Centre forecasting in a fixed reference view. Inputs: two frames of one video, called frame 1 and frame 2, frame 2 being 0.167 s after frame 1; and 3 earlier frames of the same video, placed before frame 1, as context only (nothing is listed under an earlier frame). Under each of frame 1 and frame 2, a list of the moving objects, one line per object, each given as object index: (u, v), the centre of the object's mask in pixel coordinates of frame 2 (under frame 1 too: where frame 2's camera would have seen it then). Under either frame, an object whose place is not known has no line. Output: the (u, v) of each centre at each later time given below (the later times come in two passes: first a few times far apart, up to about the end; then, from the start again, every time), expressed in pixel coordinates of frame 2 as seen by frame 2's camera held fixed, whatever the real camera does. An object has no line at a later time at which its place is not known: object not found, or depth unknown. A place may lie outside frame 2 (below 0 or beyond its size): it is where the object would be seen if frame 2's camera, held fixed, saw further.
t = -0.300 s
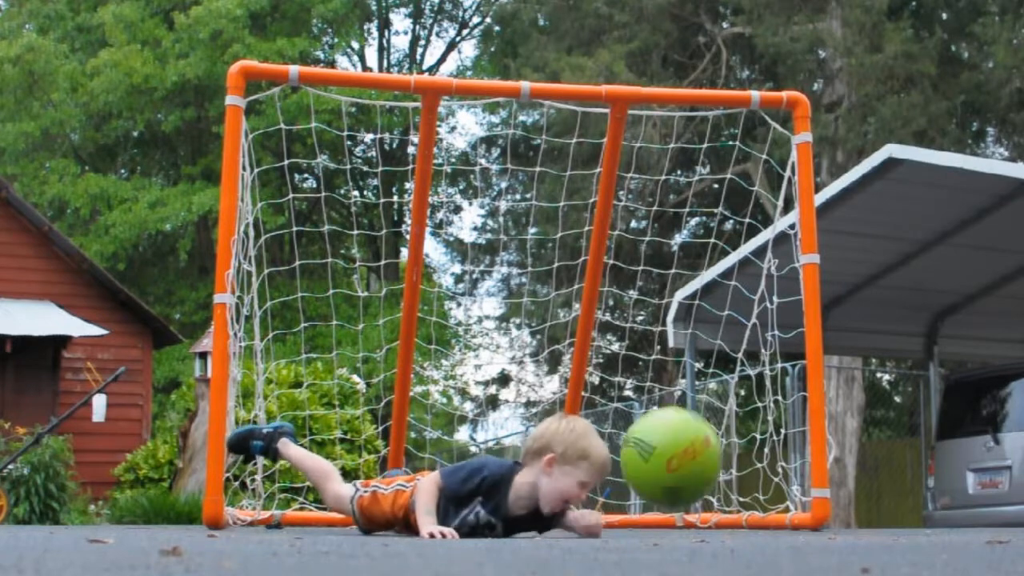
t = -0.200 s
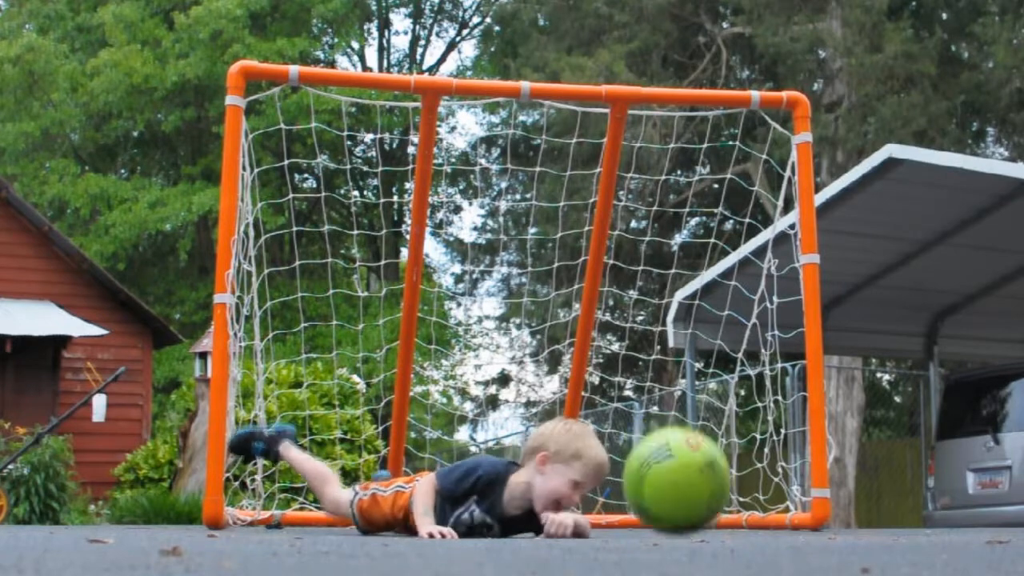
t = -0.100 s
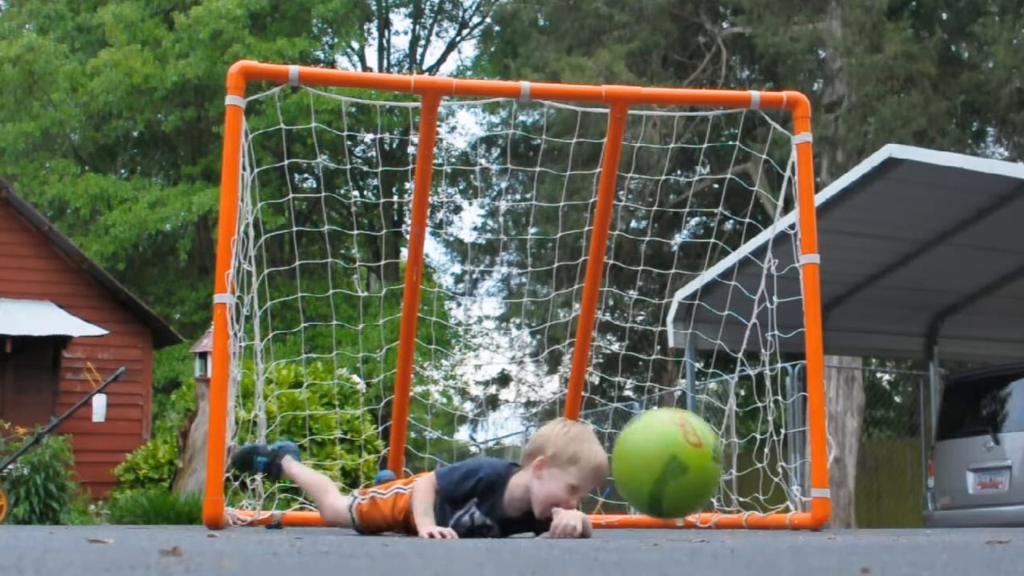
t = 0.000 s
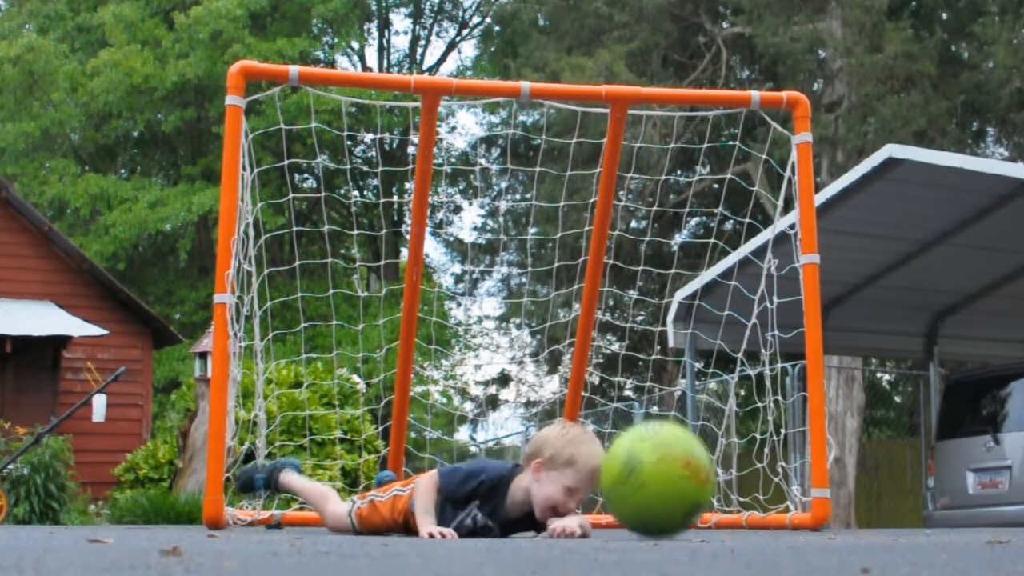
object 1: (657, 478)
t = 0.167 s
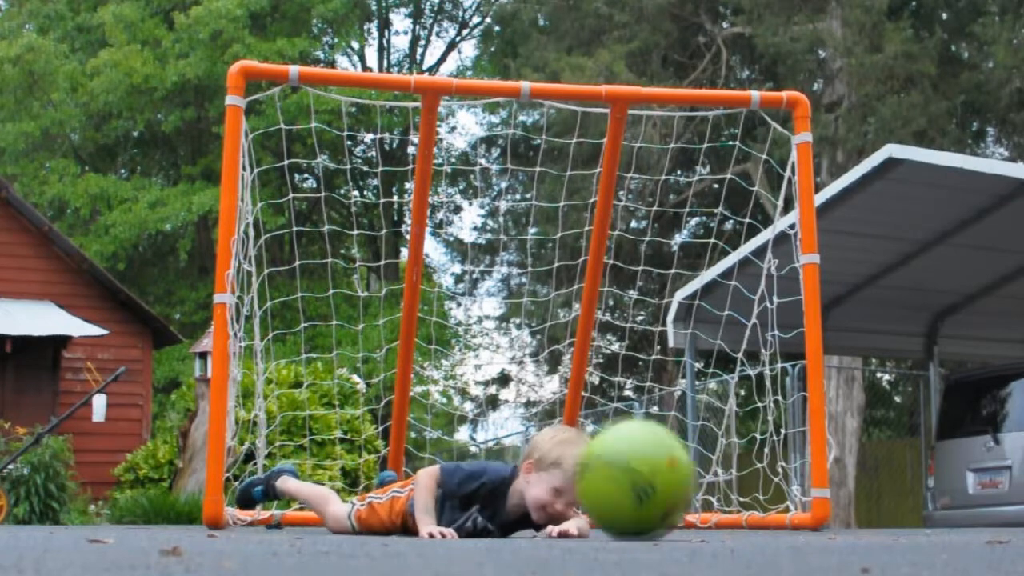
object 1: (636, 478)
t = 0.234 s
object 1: (625, 474)
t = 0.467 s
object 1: (593, 476)
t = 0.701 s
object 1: (559, 473)
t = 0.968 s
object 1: (525, 469)
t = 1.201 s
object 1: (503, 465)
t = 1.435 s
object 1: (484, 462)
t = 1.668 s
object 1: (469, 459)
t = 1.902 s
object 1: (451, 459)
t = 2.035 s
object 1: (438, 457)
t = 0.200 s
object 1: (630, 475)
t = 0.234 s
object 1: (625, 474)
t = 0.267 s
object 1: (620, 480)
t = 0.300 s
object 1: (615, 477)
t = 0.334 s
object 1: (612, 476)
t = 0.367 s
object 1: (608, 478)
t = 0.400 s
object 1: (602, 476)
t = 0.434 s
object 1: (597, 476)
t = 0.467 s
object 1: (593, 476)
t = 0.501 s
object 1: (590, 476)
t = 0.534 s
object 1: (584, 475)
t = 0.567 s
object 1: (579, 474)
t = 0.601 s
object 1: (573, 474)
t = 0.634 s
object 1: (569, 474)
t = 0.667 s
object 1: (565, 473)
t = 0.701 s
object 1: (559, 473)
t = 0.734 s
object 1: (555, 472)
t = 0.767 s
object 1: (550, 472)
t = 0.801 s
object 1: (546, 472)
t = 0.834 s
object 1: (542, 471)
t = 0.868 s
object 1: (538, 470)
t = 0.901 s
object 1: (534, 470)
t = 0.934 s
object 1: (529, 469)
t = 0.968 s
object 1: (525, 469)
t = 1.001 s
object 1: (521, 468)
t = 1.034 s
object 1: (519, 468)
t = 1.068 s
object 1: (515, 467)
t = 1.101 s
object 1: (511, 466)
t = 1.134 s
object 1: (508, 465)
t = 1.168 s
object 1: (506, 465)
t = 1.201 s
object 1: (503, 465)
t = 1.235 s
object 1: (500, 464)
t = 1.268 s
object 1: (496, 464)
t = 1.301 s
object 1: (494, 463)
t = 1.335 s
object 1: (492, 463)
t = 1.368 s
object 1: (489, 463)
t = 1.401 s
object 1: (486, 462)
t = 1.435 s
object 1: (484, 462)
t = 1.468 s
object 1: (481, 462)
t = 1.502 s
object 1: (479, 462)
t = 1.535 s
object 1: (477, 461)
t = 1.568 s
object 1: (474, 461)
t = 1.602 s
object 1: (472, 460)
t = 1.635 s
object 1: (470, 459)
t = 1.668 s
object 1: (469, 459)
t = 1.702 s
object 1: (466, 458)
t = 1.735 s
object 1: (463, 459)
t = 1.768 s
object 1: (461, 459)
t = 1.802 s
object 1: (459, 459)
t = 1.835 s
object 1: (457, 459)
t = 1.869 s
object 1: (455, 459)
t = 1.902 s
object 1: (451, 459)
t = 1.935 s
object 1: (448, 458)
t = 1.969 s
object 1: (444, 458)
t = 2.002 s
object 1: (440, 458)
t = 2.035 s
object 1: (438, 457)
